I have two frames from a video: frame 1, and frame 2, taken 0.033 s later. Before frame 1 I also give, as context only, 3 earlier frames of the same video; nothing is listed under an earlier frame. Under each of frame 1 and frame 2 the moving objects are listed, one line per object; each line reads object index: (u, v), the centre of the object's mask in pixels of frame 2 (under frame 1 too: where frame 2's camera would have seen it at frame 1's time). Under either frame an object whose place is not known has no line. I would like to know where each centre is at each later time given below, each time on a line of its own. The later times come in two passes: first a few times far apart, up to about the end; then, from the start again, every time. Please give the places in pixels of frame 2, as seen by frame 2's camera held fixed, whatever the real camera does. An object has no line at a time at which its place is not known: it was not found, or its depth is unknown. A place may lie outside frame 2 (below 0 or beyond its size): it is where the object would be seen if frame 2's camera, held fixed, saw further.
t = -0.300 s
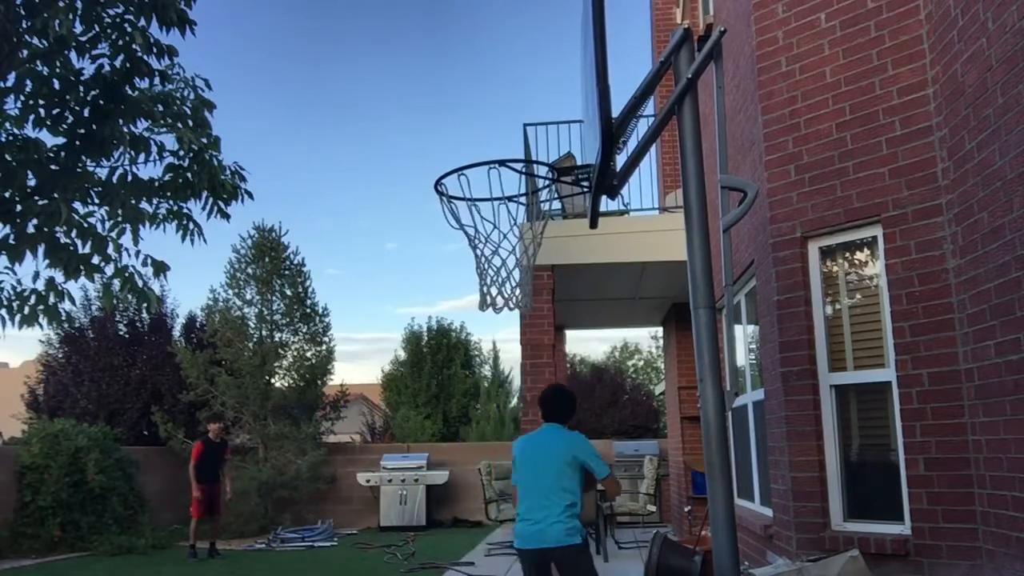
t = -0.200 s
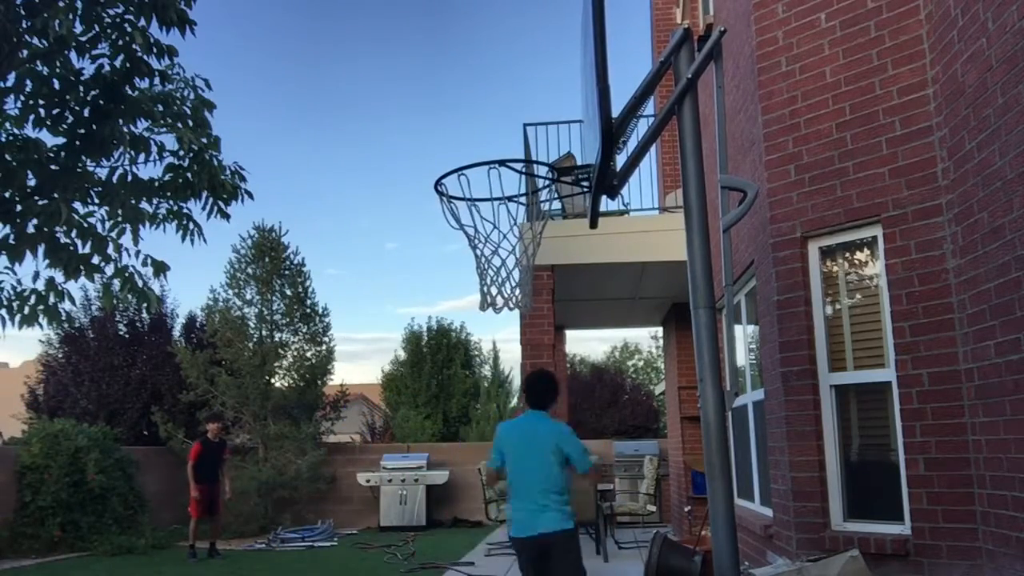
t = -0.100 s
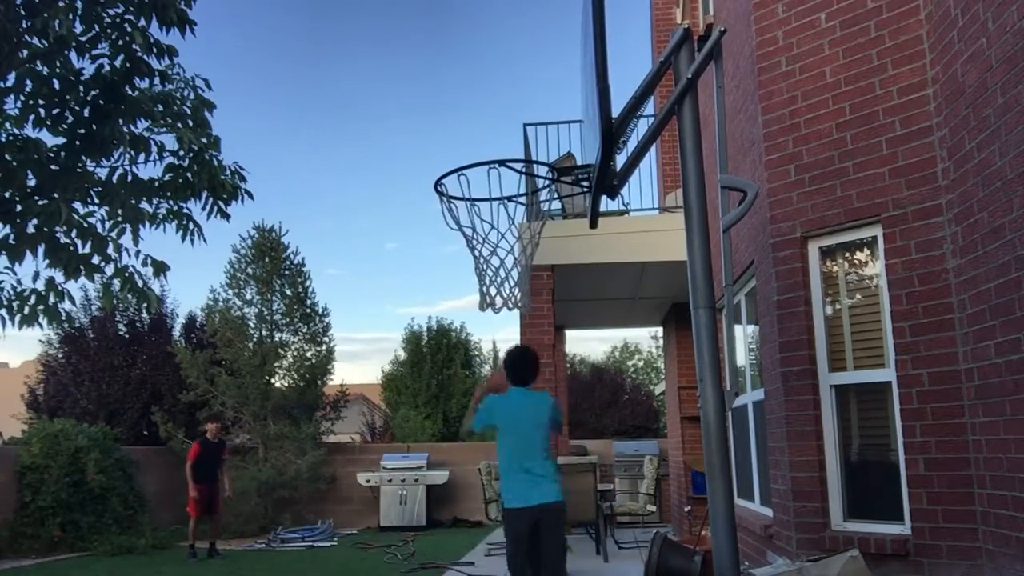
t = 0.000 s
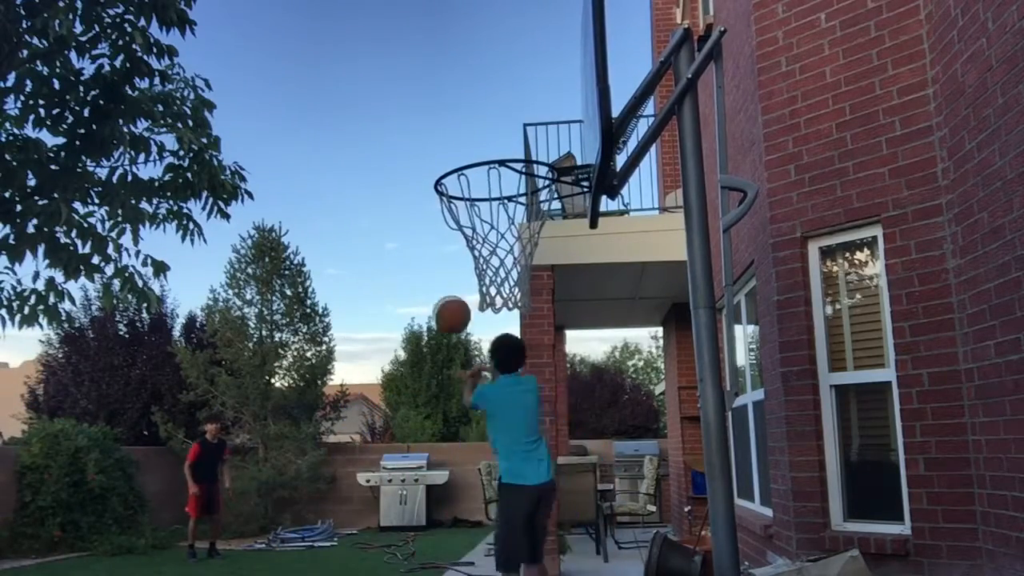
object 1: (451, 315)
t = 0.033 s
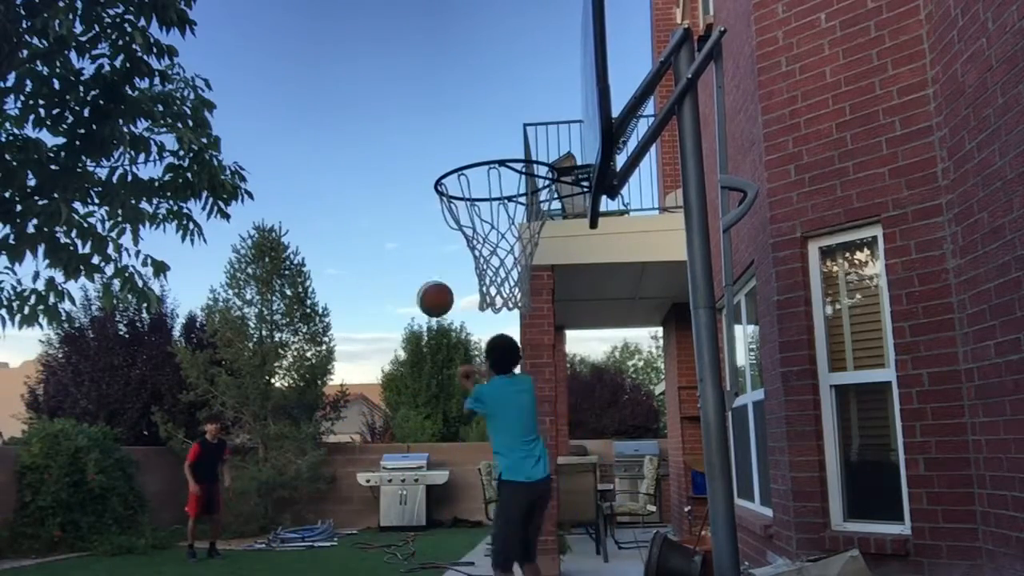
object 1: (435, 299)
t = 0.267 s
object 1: (346, 250)
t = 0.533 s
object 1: (275, 276)
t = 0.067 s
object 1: (420, 286)
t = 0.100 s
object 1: (405, 275)
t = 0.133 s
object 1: (392, 266)
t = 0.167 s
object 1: (379, 260)
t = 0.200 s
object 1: (368, 255)
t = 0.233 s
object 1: (356, 251)
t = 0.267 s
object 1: (346, 250)
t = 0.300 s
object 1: (336, 249)
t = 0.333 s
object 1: (326, 250)
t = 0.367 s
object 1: (317, 251)
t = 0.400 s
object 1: (308, 255)
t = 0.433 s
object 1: (299, 259)
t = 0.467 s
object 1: (293, 264)
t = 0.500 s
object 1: (284, 269)
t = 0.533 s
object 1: (275, 276)
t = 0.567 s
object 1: (269, 283)
